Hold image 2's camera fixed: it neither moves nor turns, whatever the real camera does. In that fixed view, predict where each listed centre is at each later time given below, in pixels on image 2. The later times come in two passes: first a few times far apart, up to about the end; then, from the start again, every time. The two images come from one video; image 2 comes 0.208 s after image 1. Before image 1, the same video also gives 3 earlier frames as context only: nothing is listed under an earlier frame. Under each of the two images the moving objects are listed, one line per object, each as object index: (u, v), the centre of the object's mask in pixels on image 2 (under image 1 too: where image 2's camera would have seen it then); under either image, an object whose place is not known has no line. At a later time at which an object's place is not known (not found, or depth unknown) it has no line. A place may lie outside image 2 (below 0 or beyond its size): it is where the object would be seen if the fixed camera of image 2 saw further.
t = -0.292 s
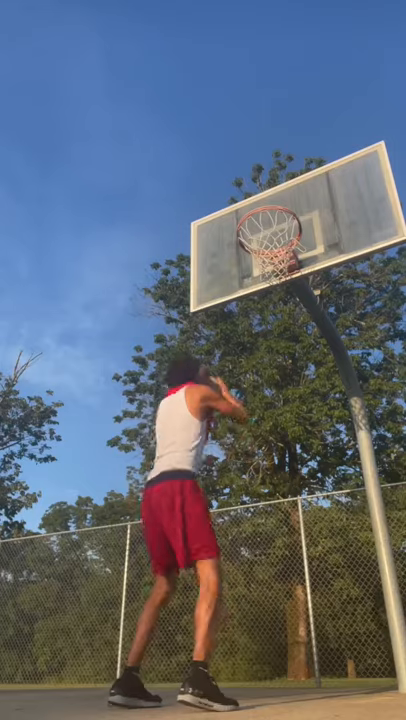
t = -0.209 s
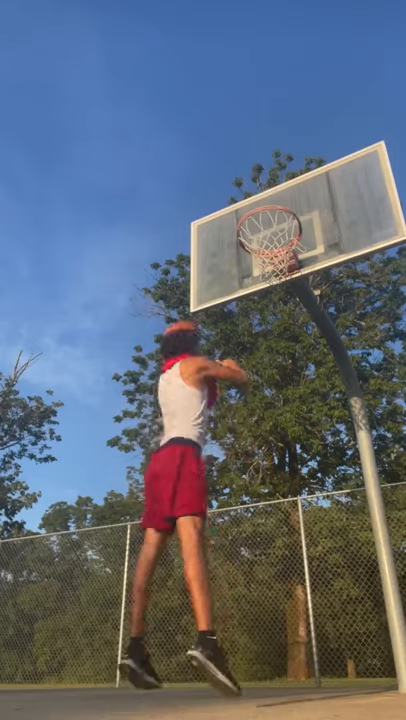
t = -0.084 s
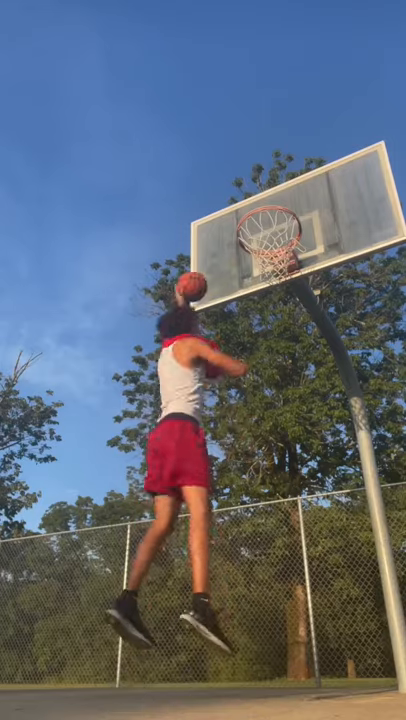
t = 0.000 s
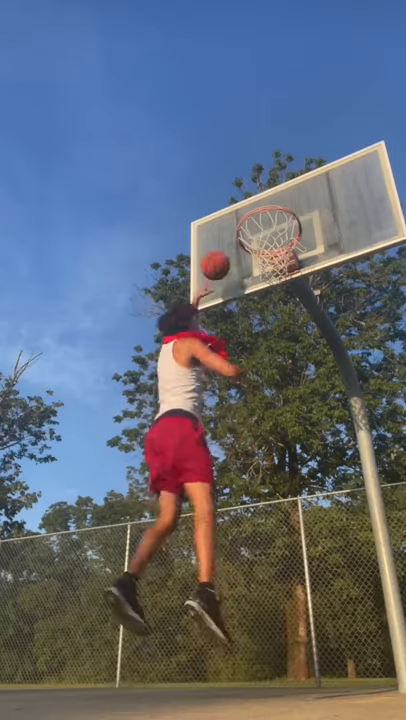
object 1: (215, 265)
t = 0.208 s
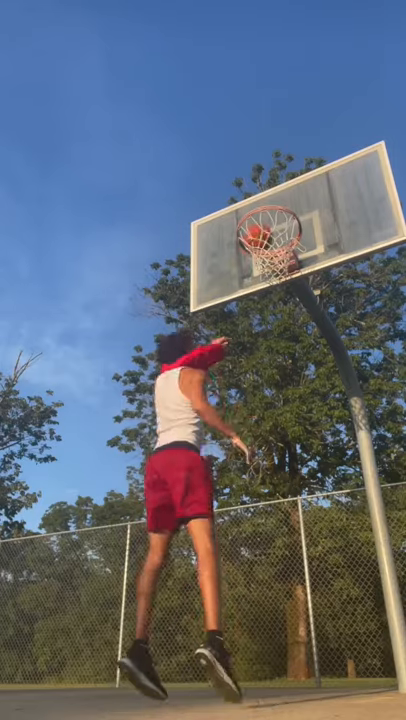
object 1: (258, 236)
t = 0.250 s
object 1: (260, 236)
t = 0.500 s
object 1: (274, 247)
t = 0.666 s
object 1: (269, 279)
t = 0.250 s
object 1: (260, 236)
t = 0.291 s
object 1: (262, 233)
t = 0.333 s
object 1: (266, 233)
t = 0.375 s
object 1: (270, 233)
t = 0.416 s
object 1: (273, 237)
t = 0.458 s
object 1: (275, 240)
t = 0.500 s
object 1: (274, 247)
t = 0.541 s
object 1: (272, 251)
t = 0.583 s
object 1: (271, 259)
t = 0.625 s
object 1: (269, 267)
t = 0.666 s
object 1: (269, 279)
